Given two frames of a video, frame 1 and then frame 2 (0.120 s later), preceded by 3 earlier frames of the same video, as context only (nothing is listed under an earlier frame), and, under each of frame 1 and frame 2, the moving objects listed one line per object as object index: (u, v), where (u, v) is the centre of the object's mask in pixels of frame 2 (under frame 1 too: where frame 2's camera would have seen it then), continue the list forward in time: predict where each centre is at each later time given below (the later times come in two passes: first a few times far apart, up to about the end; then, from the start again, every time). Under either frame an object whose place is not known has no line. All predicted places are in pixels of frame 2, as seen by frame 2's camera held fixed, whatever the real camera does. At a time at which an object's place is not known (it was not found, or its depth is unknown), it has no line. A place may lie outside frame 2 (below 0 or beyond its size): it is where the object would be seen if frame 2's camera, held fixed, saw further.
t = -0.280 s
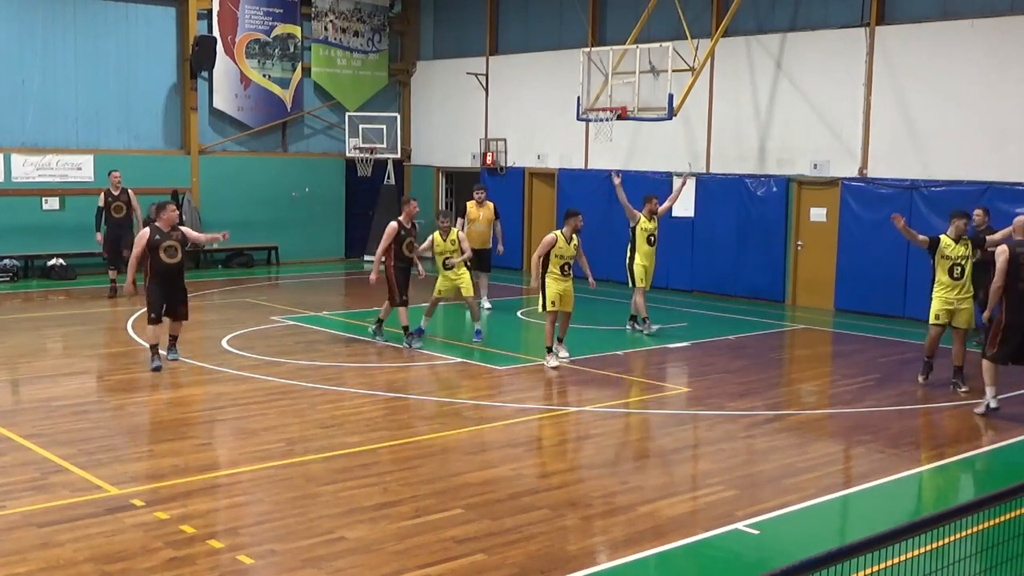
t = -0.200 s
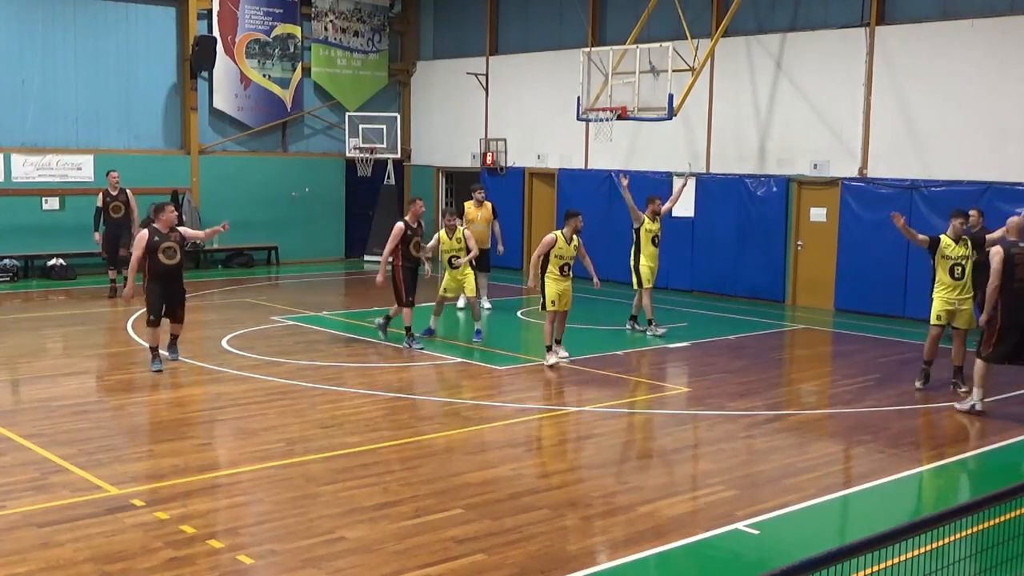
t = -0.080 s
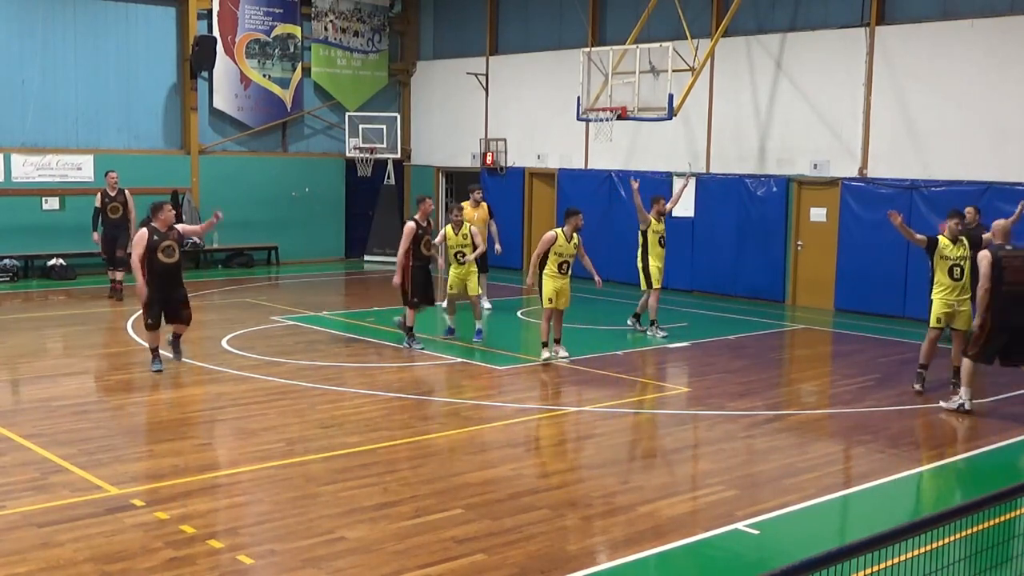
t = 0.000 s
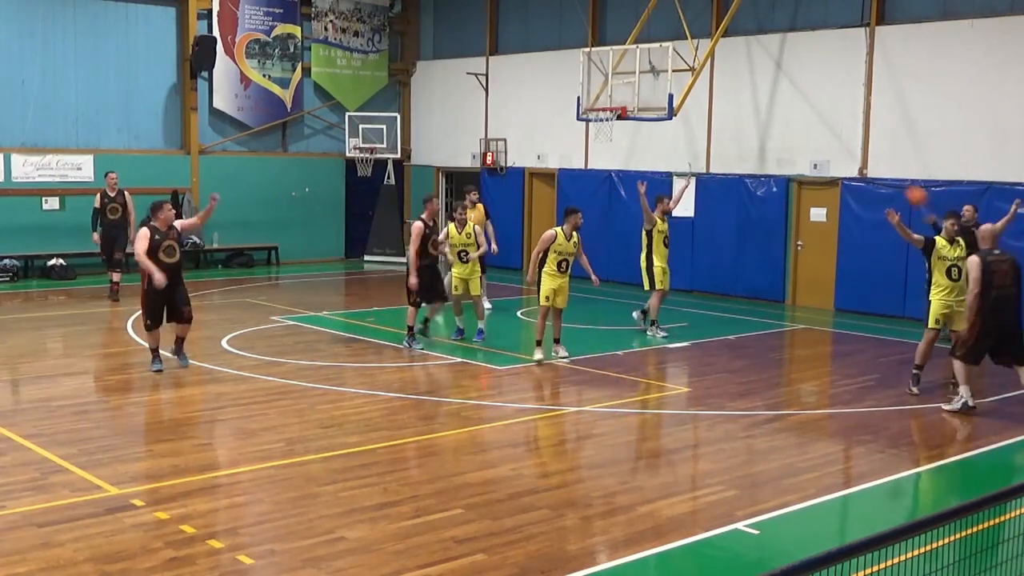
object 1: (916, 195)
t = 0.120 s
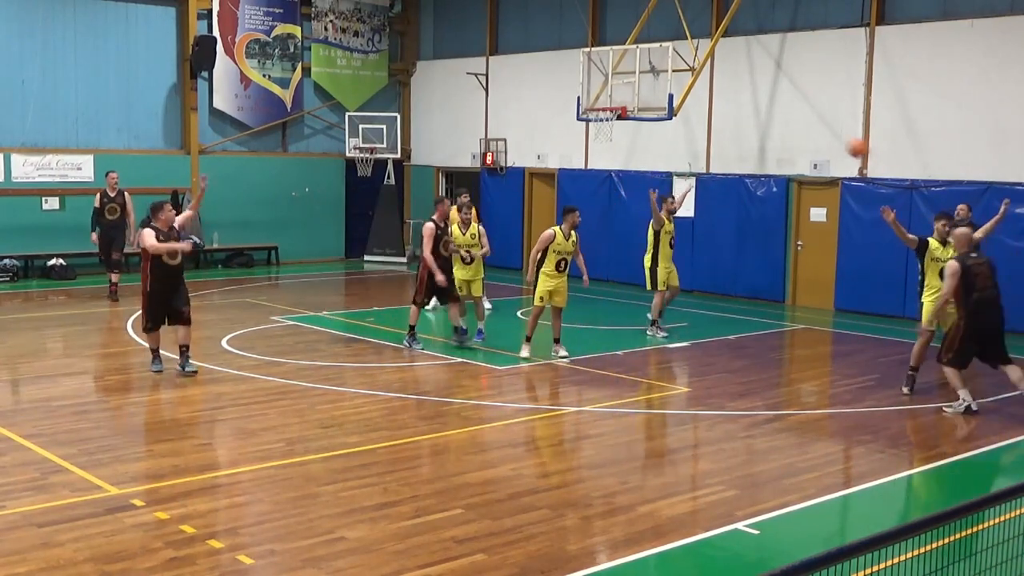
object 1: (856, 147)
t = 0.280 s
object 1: (773, 97)
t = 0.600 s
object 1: (584, 51)
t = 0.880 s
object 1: (397, 88)
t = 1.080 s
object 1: (253, 165)
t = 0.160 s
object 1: (837, 133)
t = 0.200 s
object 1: (816, 120)
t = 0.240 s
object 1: (795, 108)
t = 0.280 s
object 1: (773, 97)
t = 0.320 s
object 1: (751, 87)
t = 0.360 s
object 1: (729, 78)
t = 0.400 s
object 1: (705, 70)
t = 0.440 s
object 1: (682, 63)
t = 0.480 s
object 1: (658, 58)
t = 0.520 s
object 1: (634, 55)
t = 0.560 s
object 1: (610, 52)
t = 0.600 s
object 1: (584, 51)
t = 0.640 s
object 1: (559, 51)
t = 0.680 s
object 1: (534, 53)
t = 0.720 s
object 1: (507, 57)
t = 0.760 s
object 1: (479, 63)
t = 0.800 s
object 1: (453, 70)
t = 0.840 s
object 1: (425, 78)
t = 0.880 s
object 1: (397, 88)
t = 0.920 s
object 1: (370, 99)
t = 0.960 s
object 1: (340, 113)
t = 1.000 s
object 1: (312, 129)
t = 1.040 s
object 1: (283, 146)
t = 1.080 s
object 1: (253, 165)
